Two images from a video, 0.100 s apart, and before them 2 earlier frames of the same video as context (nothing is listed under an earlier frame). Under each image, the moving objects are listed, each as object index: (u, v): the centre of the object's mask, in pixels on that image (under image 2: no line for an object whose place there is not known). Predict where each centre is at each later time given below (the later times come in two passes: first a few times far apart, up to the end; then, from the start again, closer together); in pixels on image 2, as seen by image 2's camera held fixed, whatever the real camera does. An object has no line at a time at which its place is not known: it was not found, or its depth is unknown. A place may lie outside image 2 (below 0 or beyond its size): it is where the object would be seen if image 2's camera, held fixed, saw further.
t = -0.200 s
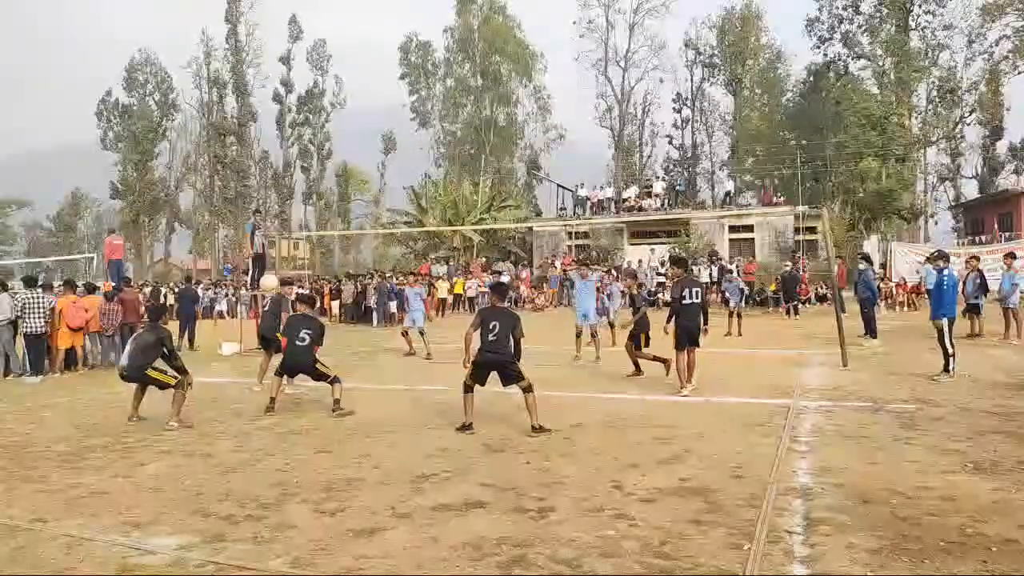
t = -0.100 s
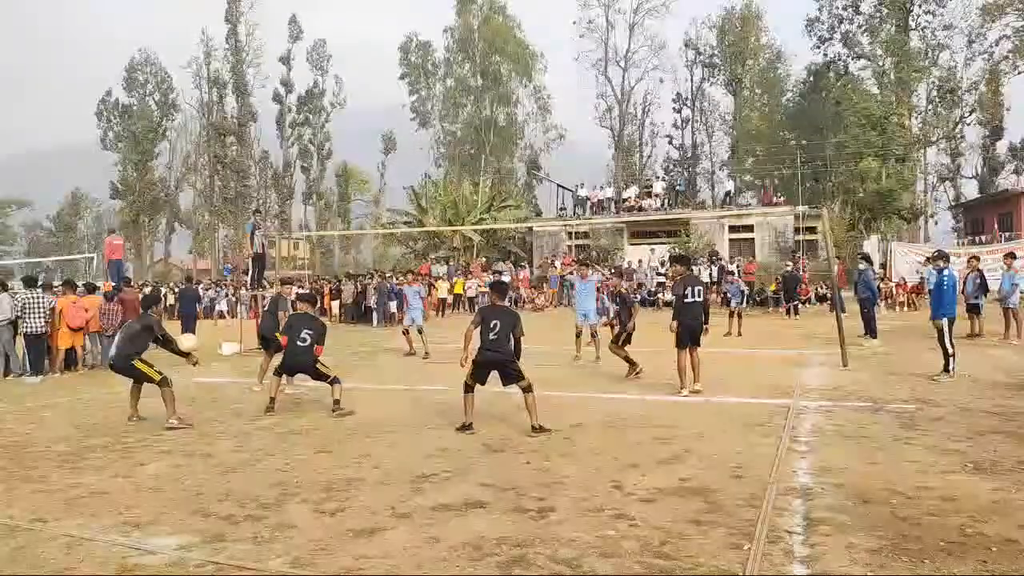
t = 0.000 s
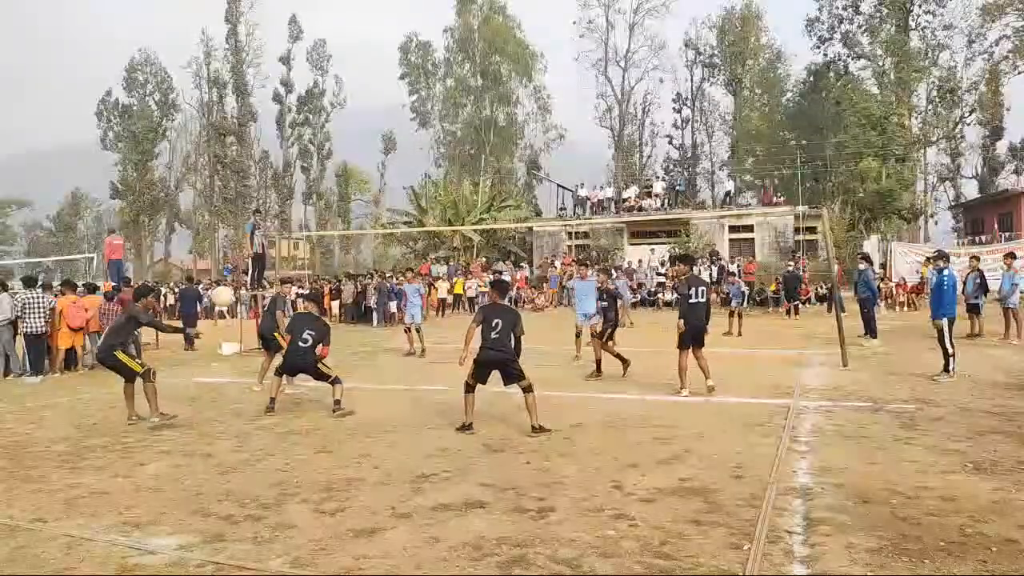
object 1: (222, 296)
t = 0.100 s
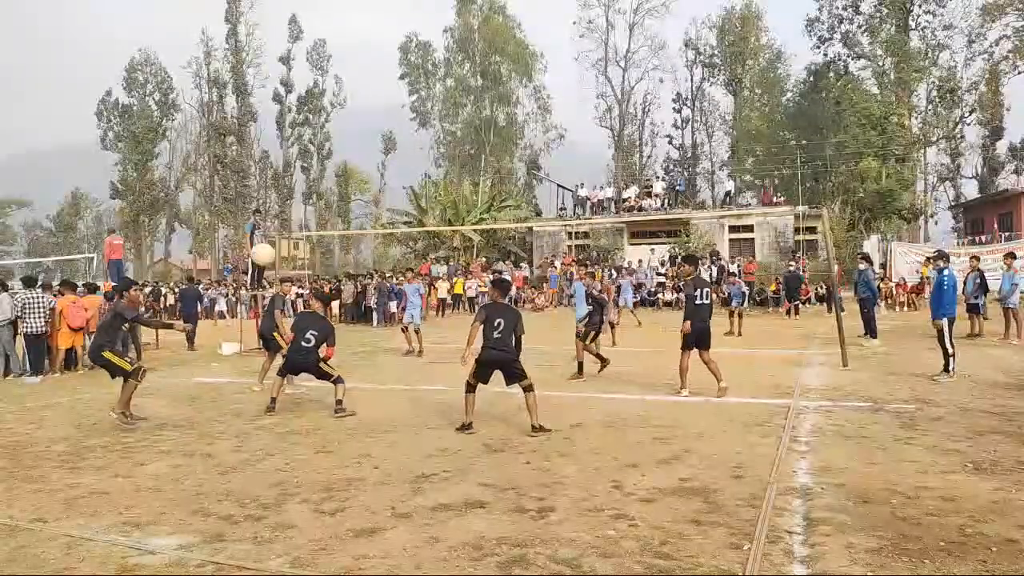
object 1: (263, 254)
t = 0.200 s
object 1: (307, 218)
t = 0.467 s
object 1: (468, 160)
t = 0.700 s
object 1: (707, 202)
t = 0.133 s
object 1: (276, 241)
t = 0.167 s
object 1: (291, 228)
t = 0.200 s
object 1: (307, 218)
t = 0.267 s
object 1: (341, 197)
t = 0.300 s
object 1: (359, 189)
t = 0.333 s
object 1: (378, 180)
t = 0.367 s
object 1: (399, 174)
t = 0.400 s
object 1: (421, 167)
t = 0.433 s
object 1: (444, 163)
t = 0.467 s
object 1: (468, 160)
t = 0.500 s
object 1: (494, 159)
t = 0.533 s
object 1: (522, 160)
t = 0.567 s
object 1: (553, 162)
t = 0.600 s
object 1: (588, 168)
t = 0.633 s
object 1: (624, 176)
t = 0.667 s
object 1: (663, 187)
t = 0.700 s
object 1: (707, 202)
